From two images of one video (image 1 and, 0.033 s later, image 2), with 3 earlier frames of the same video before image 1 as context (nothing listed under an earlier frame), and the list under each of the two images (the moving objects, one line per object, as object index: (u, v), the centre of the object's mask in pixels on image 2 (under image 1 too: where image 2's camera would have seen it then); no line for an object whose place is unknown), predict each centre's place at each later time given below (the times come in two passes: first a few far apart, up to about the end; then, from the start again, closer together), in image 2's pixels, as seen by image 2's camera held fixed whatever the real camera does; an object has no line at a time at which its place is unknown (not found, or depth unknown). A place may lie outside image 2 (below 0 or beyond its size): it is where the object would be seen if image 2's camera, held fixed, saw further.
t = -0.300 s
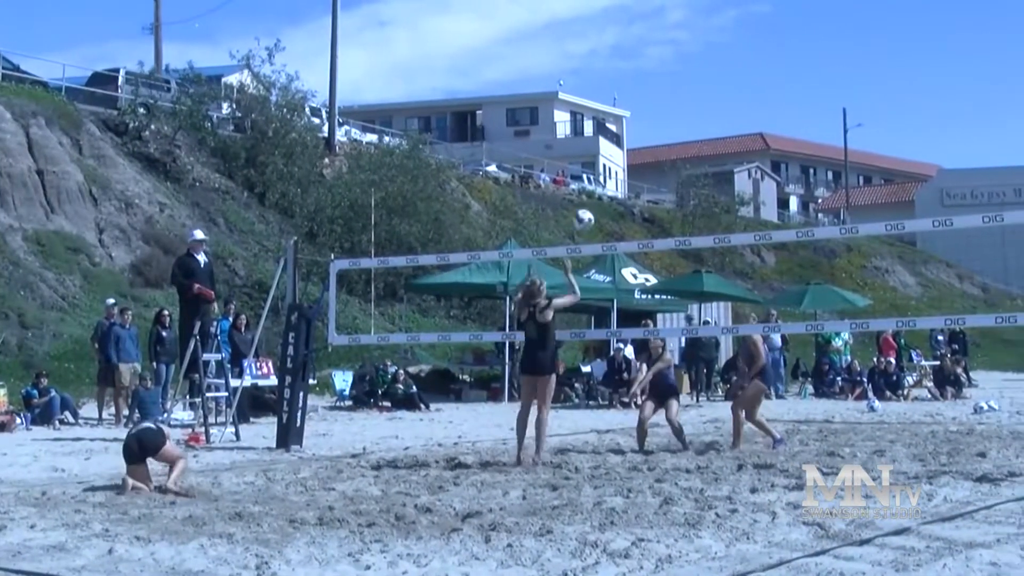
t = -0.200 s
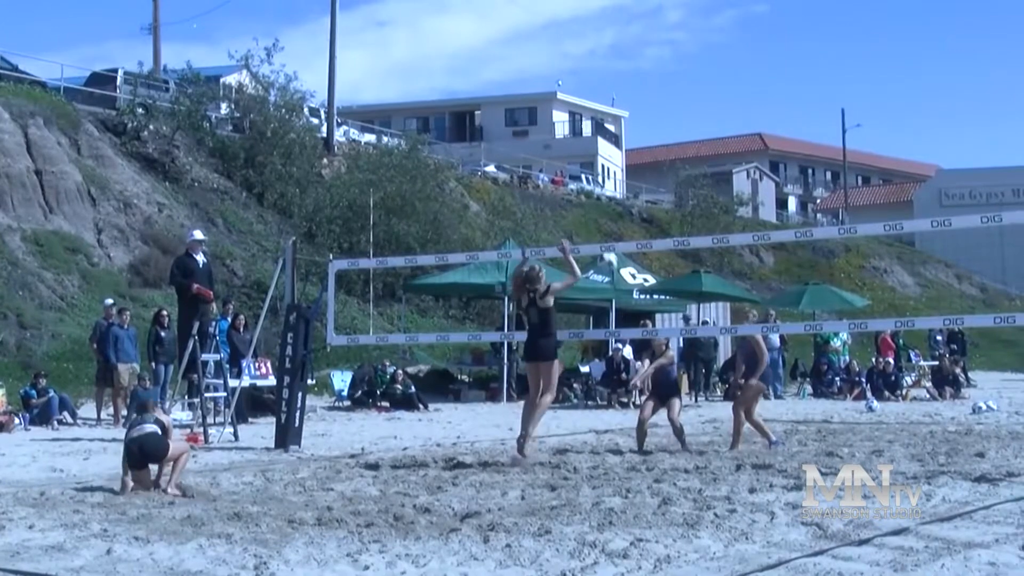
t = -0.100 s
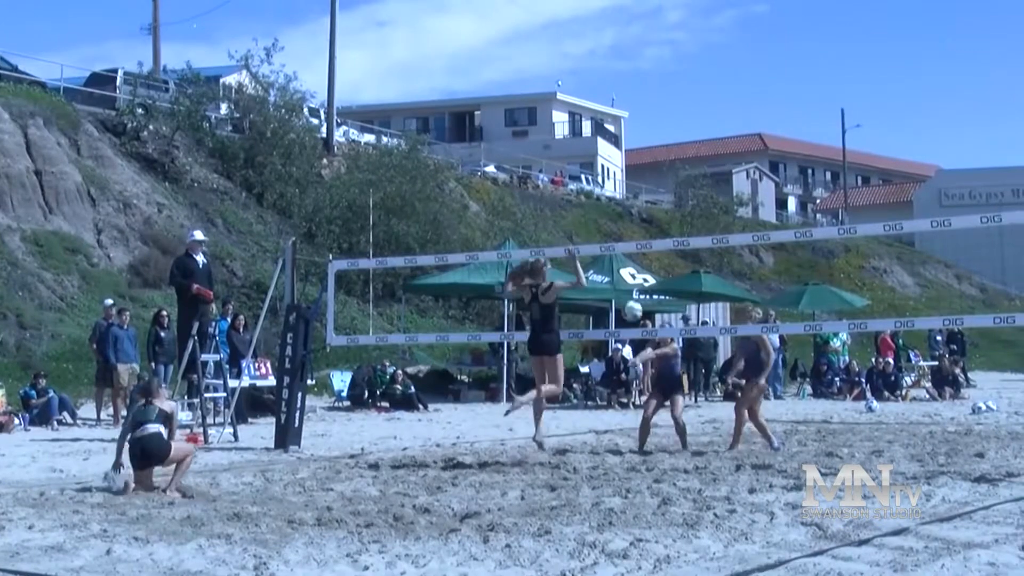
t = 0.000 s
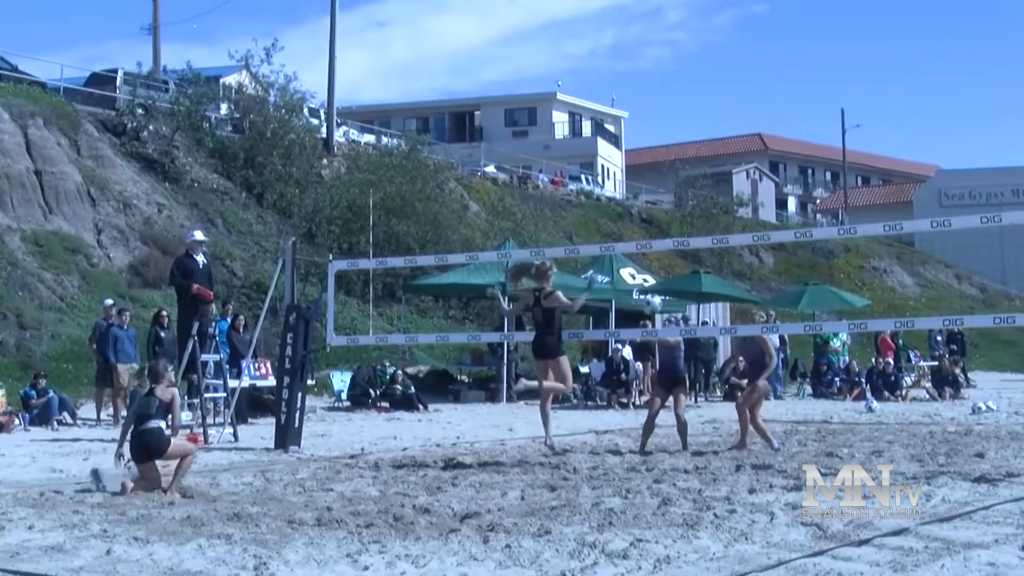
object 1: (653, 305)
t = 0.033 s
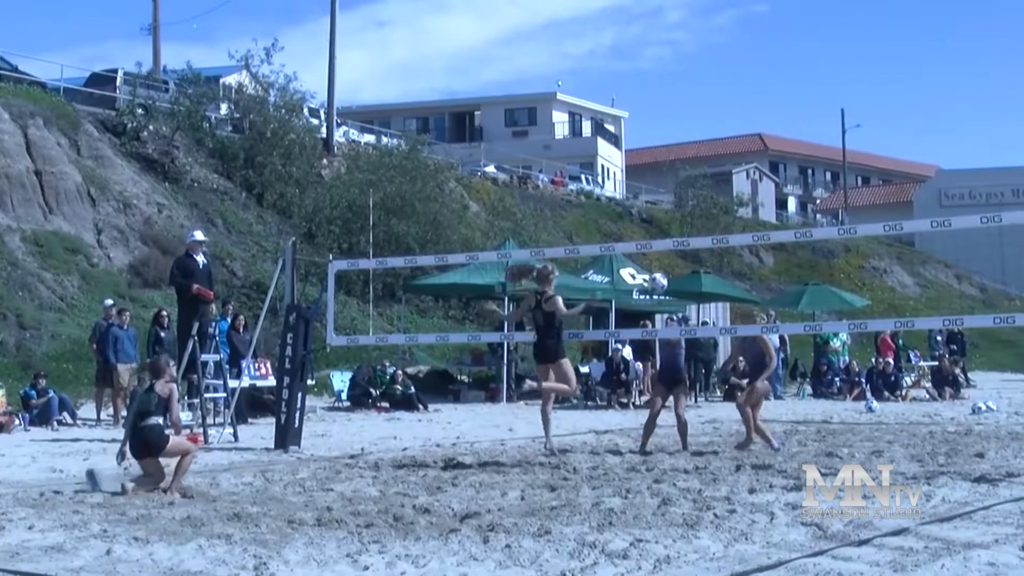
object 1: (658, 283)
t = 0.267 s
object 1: (695, 158)
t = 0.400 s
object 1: (714, 112)
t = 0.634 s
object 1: (750, 65)
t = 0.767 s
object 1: (770, 62)
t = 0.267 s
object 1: (695, 158)
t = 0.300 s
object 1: (700, 146)
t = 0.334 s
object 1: (703, 134)
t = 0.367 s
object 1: (709, 122)
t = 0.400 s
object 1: (714, 112)
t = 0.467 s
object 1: (725, 93)
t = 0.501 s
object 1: (730, 86)
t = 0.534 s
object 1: (735, 79)
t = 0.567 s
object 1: (740, 73)
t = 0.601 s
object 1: (745, 68)
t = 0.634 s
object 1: (750, 65)
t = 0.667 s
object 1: (756, 63)
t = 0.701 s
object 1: (760, 62)
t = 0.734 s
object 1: (765, 61)
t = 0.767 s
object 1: (770, 62)
